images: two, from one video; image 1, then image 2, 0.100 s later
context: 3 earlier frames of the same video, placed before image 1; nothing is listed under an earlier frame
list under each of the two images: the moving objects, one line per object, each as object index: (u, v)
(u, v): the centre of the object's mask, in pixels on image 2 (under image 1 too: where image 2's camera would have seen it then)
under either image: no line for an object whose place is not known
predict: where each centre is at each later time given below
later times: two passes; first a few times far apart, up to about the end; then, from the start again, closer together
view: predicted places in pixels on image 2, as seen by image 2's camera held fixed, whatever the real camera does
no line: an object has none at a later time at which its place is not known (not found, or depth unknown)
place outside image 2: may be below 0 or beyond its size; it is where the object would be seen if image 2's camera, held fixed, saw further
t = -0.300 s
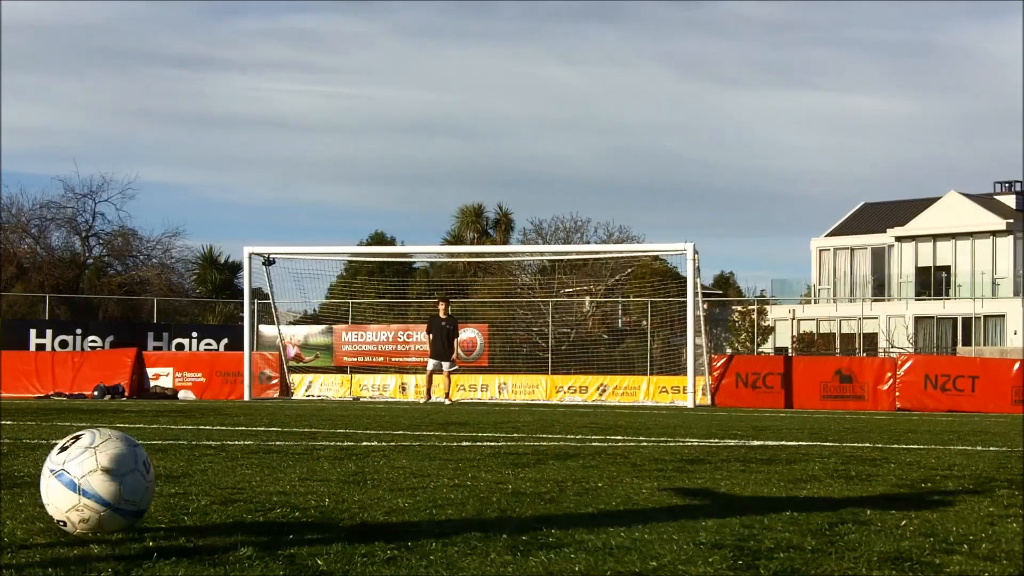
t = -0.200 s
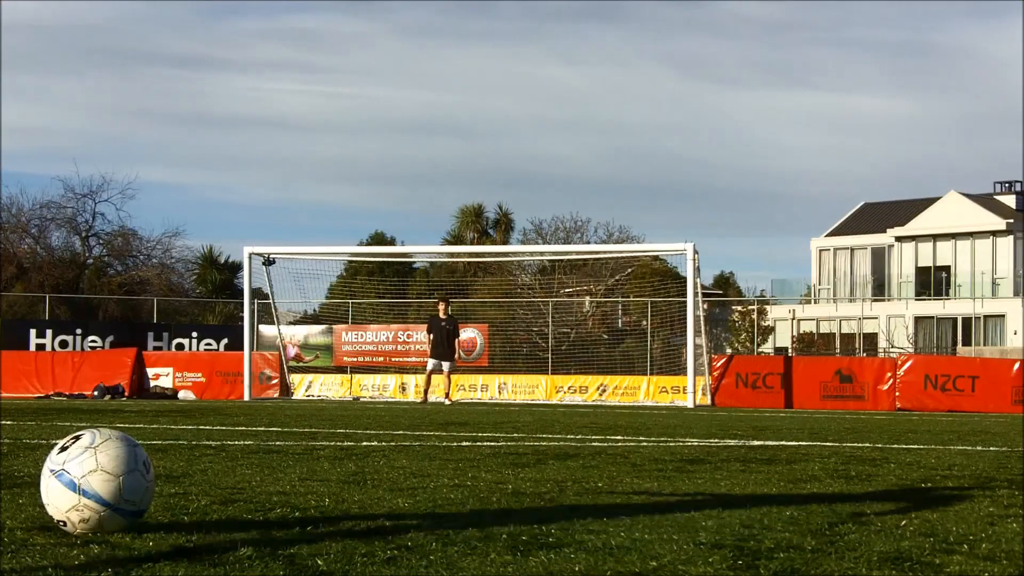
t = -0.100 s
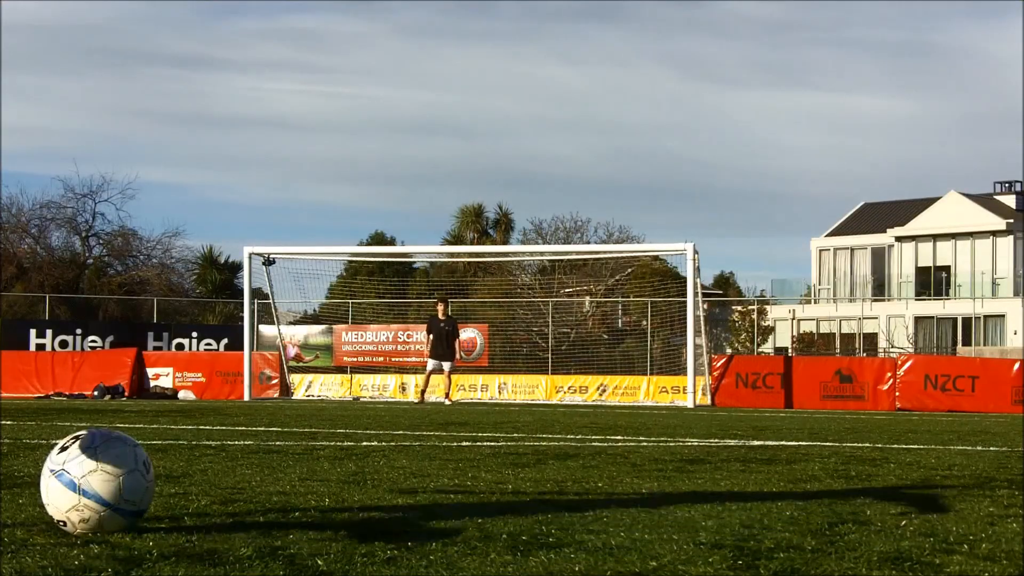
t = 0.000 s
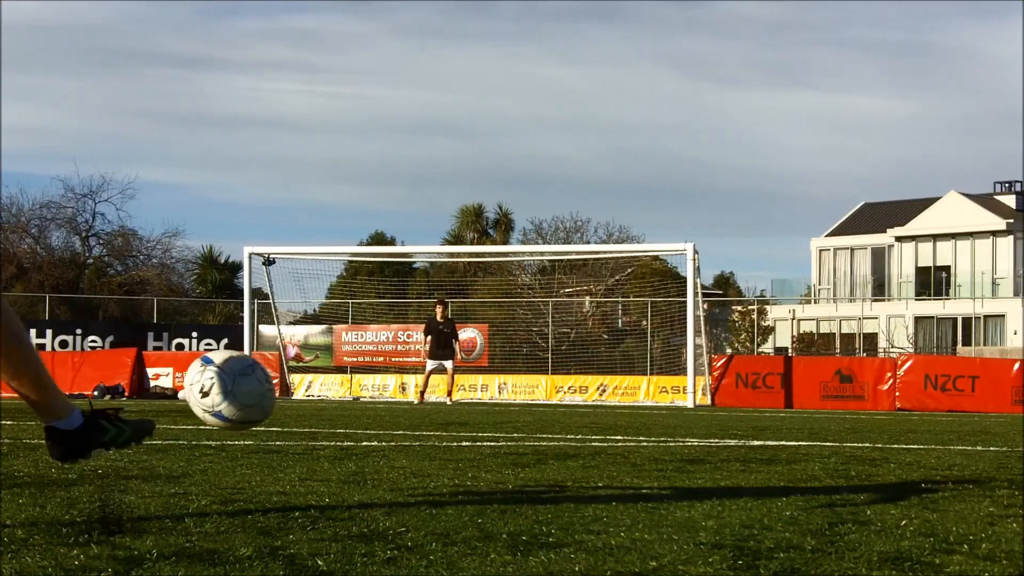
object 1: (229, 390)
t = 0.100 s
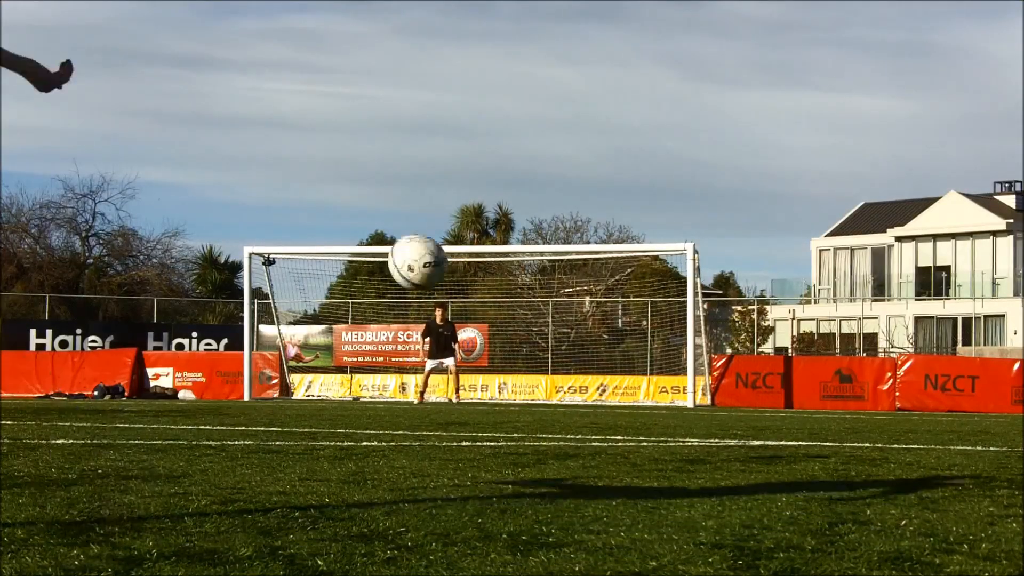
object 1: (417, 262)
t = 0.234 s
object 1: (530, 191)
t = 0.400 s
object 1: (595, 165)
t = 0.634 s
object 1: (638, 165)
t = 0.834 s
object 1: (654, 187)
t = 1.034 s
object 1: (663, 216)
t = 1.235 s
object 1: (657, 207)
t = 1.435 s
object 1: (626, 85)
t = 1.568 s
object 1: (603, 12)
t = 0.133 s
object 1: (455, 238)
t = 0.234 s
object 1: (530, 191)
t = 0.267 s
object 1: (548, 182)
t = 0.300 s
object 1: (562, 175)
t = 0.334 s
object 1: (575, 171)
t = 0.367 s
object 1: (585, 167)
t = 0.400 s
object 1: (595, 165)
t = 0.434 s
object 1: (603, 163)
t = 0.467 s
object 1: (611, 162)
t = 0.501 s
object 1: (618, 161)
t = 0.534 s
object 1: (624, 161)
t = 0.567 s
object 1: (629, 161)
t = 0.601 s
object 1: (634, 163)
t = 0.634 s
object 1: (638, 165)
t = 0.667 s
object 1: (641, 168)
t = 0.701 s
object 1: (644, 172)
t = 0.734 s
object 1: (647, 176)
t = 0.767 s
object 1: (649, 179)
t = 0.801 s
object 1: (652, 183)
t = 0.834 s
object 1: (654, 187)
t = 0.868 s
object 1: (656, 192)
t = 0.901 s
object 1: (657, 196)
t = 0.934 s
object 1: (659, 200)
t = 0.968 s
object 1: (661, 205)
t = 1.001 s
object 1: (662, 211)
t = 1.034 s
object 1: (663, 216)
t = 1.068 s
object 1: (664, 223)
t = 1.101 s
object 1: (664, 228)
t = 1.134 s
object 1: (665, 234)
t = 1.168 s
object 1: (666, 240)
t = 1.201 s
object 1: (663, 228)
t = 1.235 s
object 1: (657, 207)
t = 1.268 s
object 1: (652, 185)
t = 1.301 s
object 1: (647, 164)
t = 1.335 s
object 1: (642, 143)
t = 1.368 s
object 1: (637, 124)
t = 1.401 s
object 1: (631, 104)
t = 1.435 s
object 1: (626, 85)
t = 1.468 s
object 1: (621, 65)
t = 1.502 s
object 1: (615, 47)
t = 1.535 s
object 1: (609, 29)
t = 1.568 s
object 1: (603, 12)
